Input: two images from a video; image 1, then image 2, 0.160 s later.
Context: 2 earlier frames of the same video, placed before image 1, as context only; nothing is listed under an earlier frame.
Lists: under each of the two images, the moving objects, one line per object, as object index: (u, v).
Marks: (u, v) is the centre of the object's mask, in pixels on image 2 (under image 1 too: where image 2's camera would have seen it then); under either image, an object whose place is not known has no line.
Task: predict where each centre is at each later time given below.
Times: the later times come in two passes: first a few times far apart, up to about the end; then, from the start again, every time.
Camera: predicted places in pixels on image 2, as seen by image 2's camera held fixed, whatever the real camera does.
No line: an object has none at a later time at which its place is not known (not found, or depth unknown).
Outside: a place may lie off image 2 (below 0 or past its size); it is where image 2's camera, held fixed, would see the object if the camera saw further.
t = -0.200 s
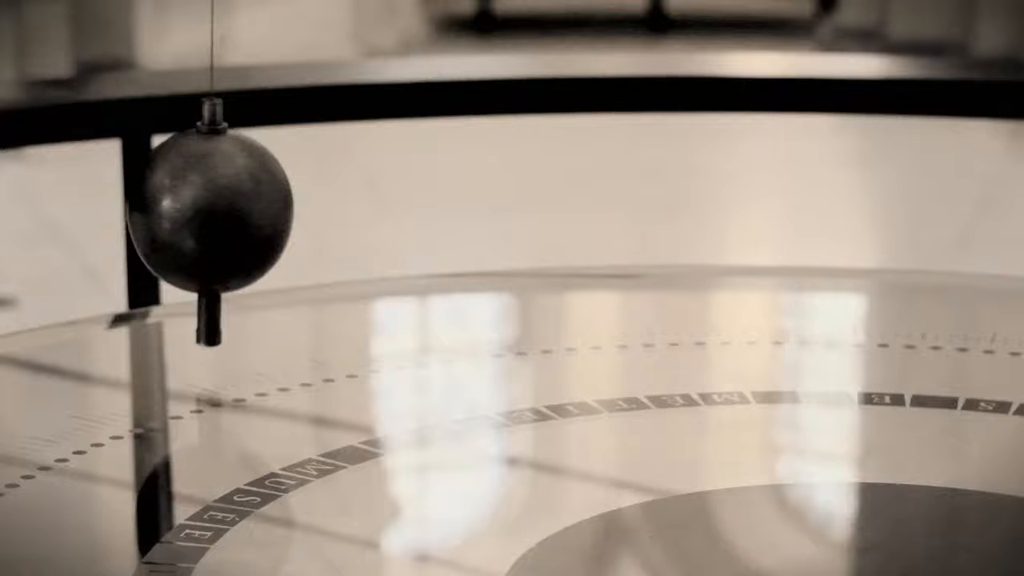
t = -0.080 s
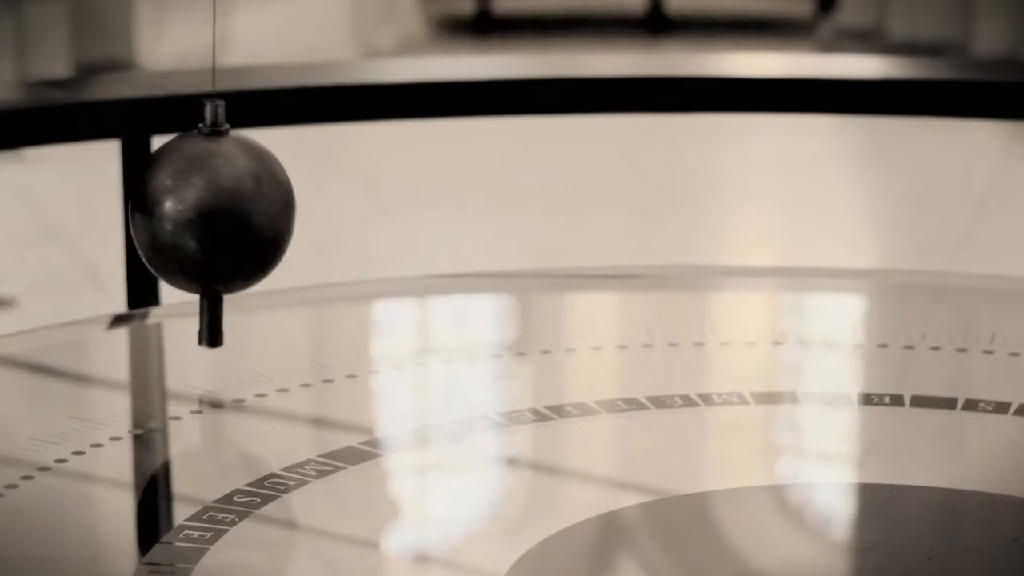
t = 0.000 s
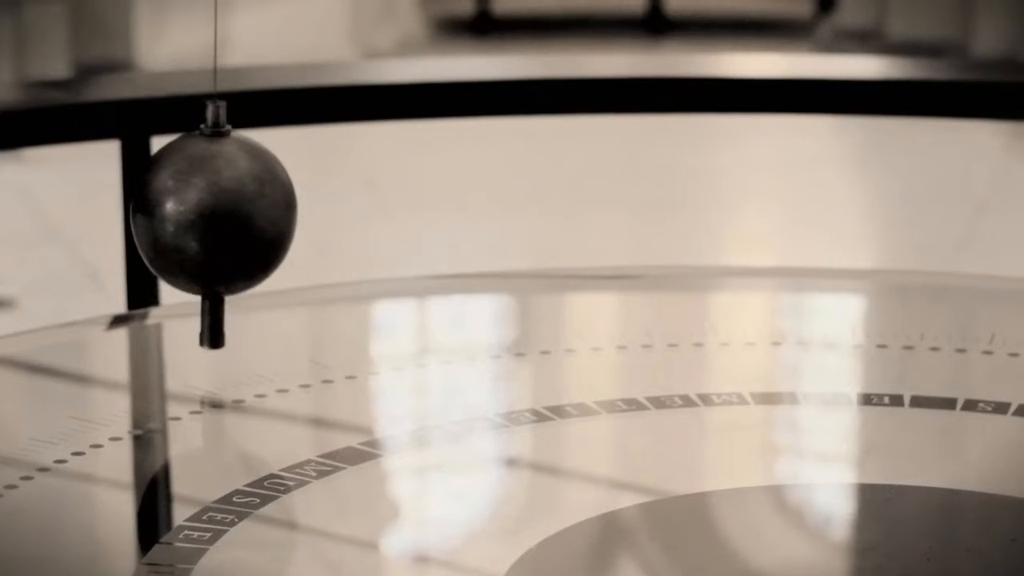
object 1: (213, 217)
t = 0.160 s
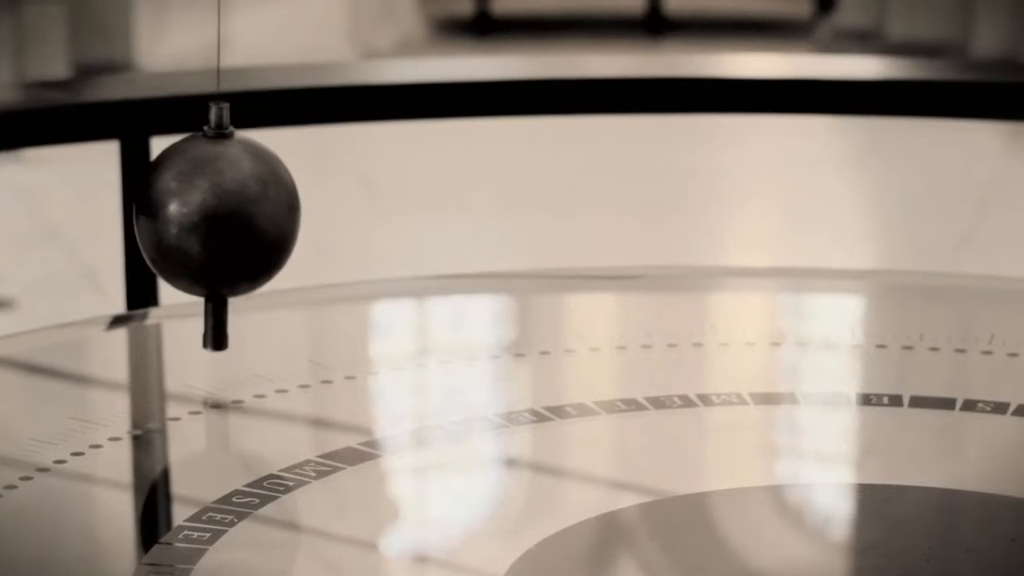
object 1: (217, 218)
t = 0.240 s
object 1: (220, 219)
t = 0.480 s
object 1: (227, 221)
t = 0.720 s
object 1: (235, 225)
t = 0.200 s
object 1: (218, 218)
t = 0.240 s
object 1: (220, 219)
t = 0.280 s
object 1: (221, 219)
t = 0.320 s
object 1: (222, 220)
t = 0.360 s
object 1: (223, 220)
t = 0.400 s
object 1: (224, 220)
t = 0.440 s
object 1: (225, 221)
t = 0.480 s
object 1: (227, 221)
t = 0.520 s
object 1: (228, 222)
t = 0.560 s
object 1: (230, 223)
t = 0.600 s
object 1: (231, 223)
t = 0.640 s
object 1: (232, 224)
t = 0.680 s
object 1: (234, 224)
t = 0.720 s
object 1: (235, 225)
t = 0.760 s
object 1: (237, 225)
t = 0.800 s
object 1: (238, 226)
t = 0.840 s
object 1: (240, 227)
